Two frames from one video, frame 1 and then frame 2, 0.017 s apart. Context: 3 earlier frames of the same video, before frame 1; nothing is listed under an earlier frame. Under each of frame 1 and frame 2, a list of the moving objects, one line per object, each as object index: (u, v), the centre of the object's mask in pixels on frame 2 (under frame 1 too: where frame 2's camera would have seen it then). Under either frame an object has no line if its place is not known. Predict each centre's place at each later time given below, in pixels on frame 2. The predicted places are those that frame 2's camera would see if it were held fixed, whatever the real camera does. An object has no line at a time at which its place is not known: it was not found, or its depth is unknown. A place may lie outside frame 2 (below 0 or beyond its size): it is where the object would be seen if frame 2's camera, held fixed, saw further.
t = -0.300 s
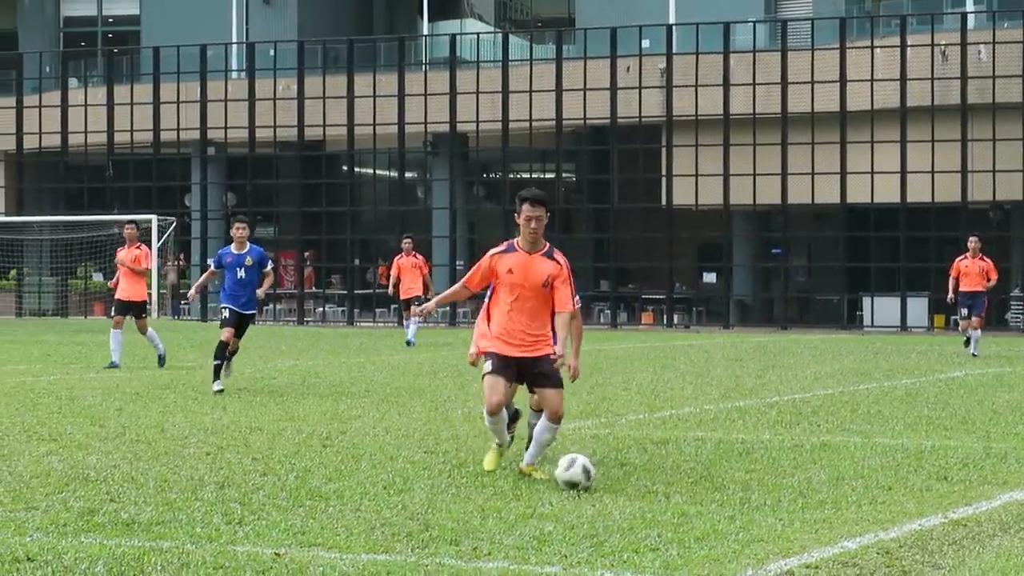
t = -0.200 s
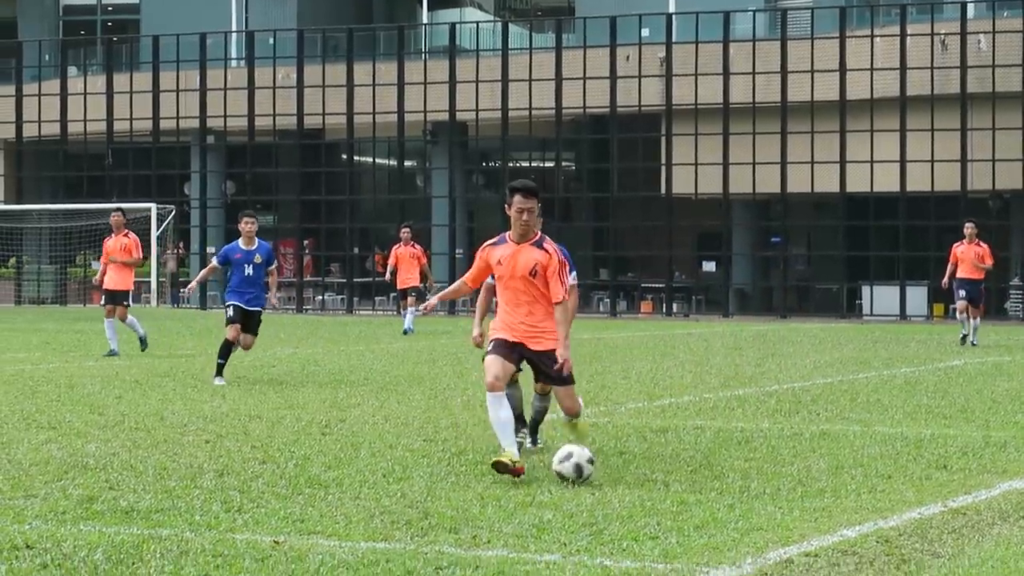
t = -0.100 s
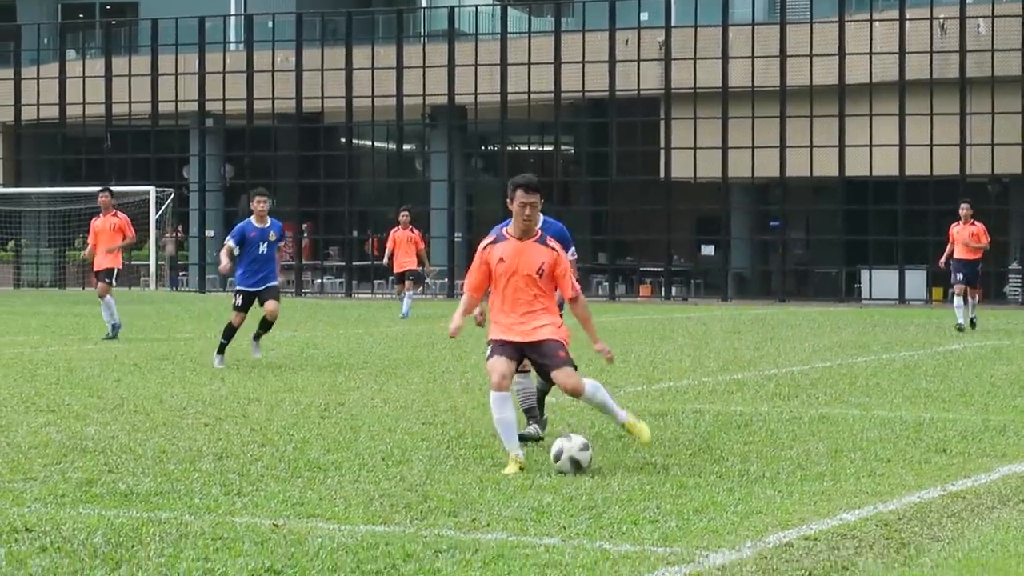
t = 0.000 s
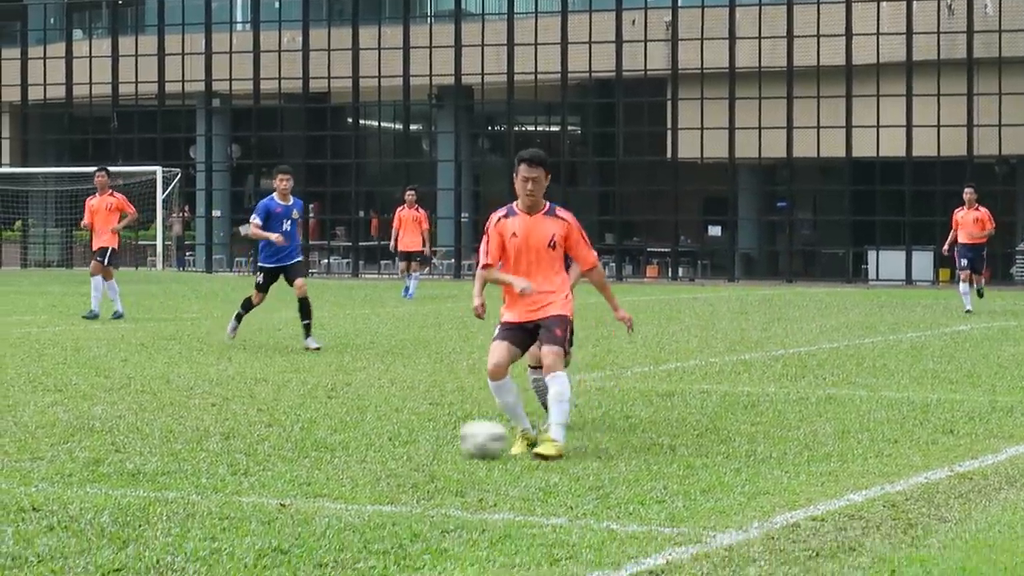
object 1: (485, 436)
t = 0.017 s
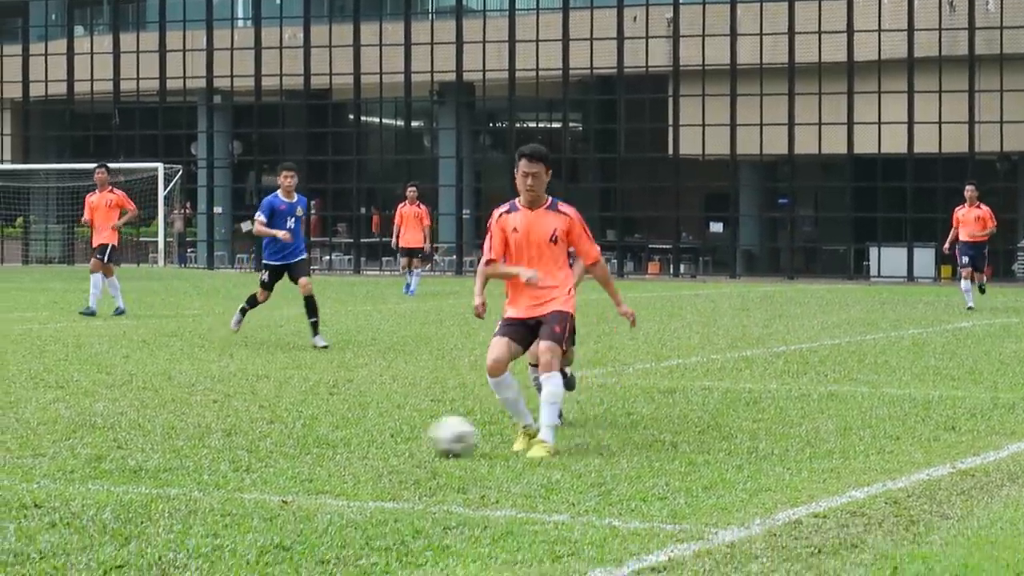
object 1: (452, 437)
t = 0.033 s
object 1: (423, 437)
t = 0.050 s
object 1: (391, 437)
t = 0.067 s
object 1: (360, 437)
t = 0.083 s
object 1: (328, 438)
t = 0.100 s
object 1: (297, 439)
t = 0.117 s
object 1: (267, 439)
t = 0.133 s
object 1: (234, 442)
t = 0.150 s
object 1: (205, 444)
